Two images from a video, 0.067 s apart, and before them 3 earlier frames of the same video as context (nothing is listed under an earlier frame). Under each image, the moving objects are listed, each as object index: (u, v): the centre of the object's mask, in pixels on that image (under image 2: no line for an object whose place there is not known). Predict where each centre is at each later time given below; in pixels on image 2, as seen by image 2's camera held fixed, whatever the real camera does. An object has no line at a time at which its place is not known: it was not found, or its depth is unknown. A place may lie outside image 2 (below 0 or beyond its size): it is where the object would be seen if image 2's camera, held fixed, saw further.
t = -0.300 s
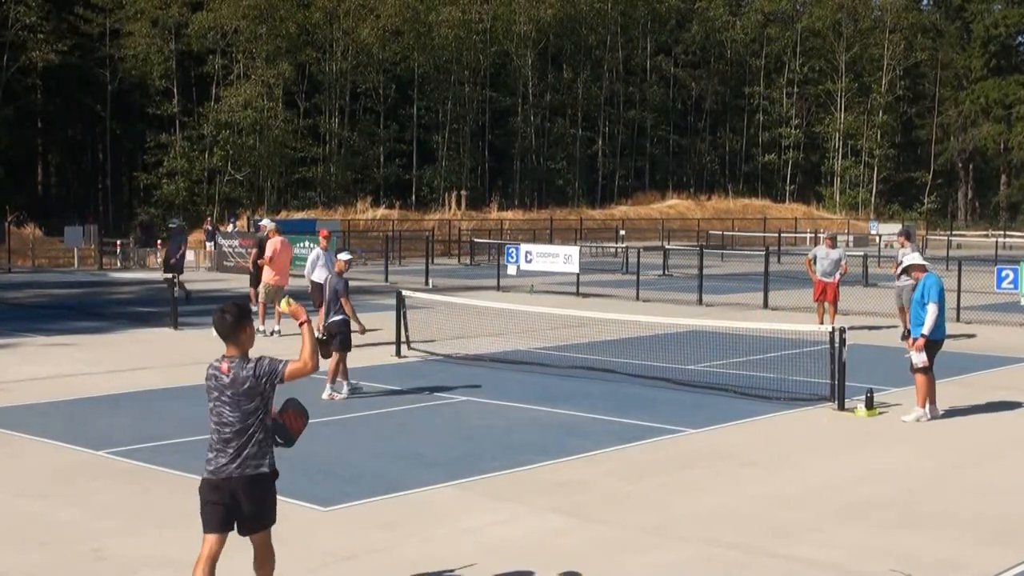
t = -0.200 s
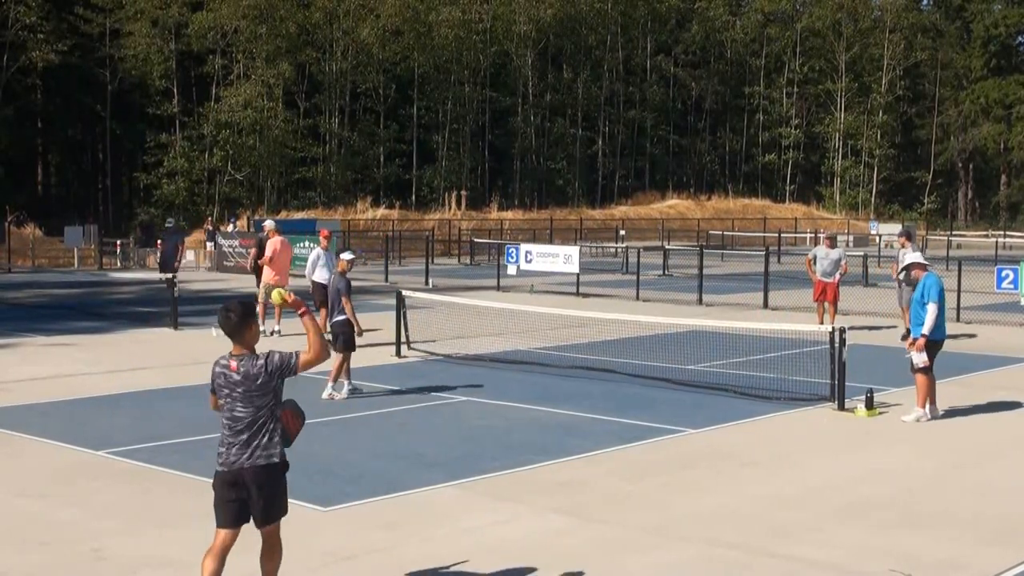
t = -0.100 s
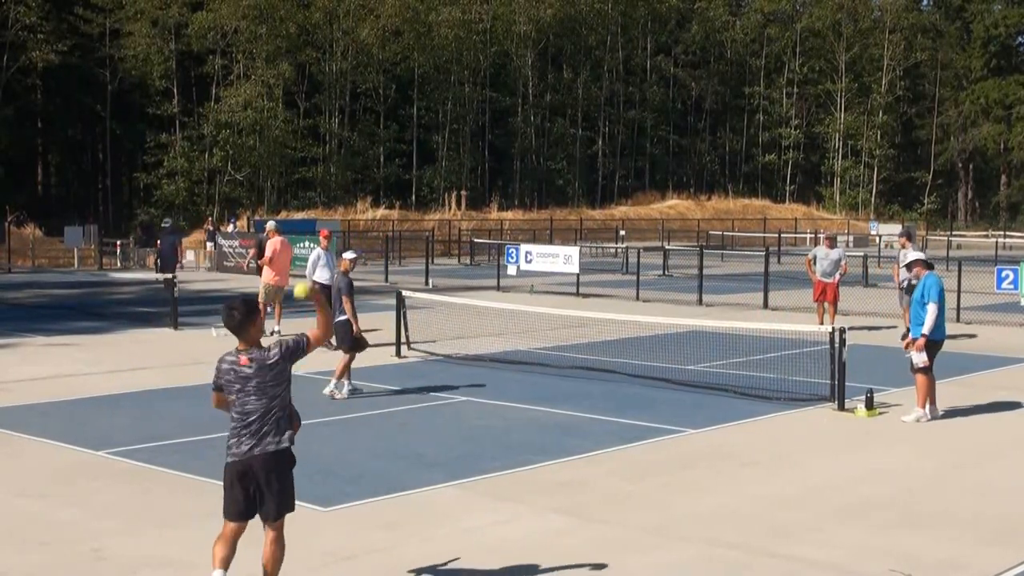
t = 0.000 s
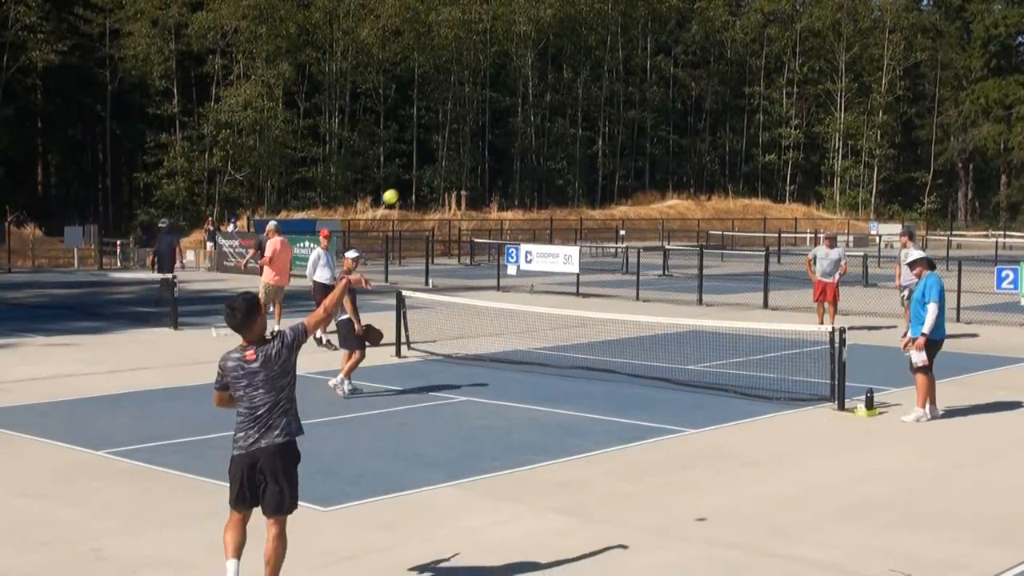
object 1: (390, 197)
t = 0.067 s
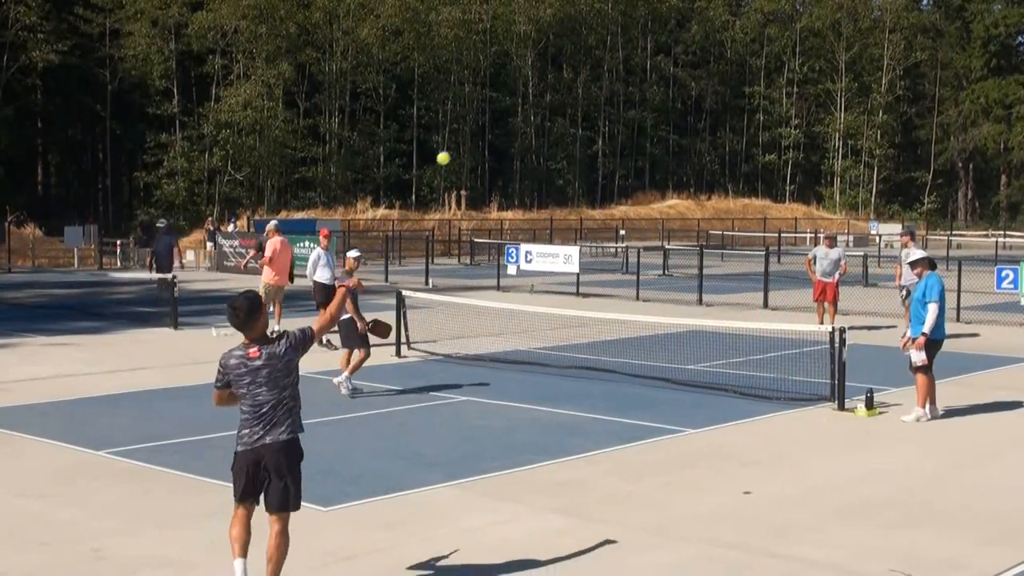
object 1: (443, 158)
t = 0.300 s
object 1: (565, 105)
